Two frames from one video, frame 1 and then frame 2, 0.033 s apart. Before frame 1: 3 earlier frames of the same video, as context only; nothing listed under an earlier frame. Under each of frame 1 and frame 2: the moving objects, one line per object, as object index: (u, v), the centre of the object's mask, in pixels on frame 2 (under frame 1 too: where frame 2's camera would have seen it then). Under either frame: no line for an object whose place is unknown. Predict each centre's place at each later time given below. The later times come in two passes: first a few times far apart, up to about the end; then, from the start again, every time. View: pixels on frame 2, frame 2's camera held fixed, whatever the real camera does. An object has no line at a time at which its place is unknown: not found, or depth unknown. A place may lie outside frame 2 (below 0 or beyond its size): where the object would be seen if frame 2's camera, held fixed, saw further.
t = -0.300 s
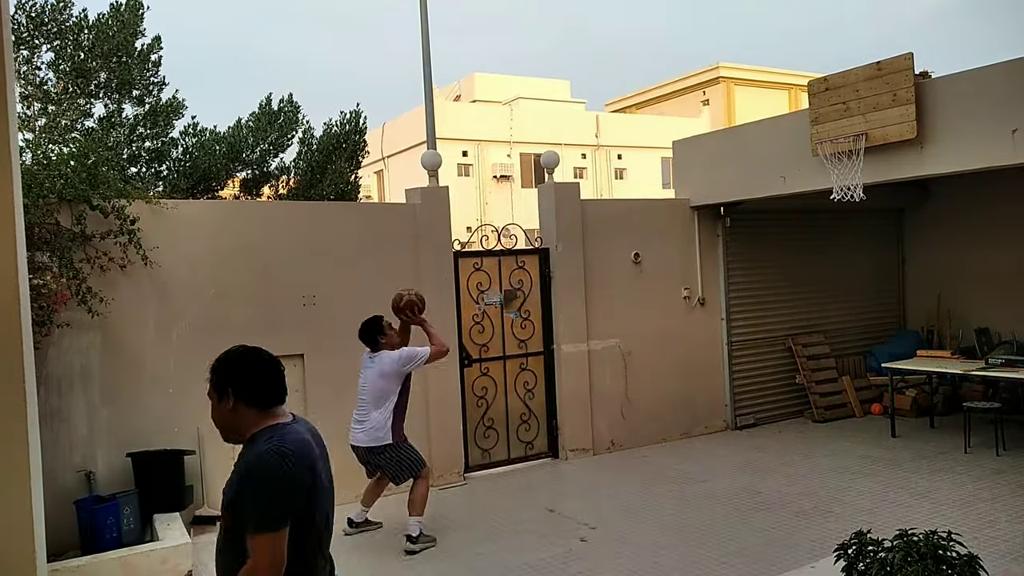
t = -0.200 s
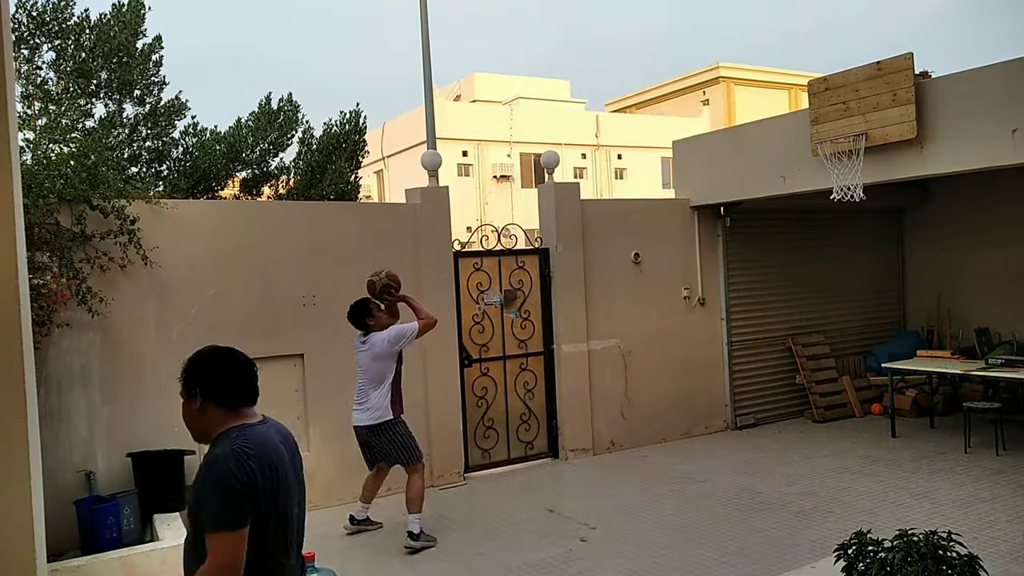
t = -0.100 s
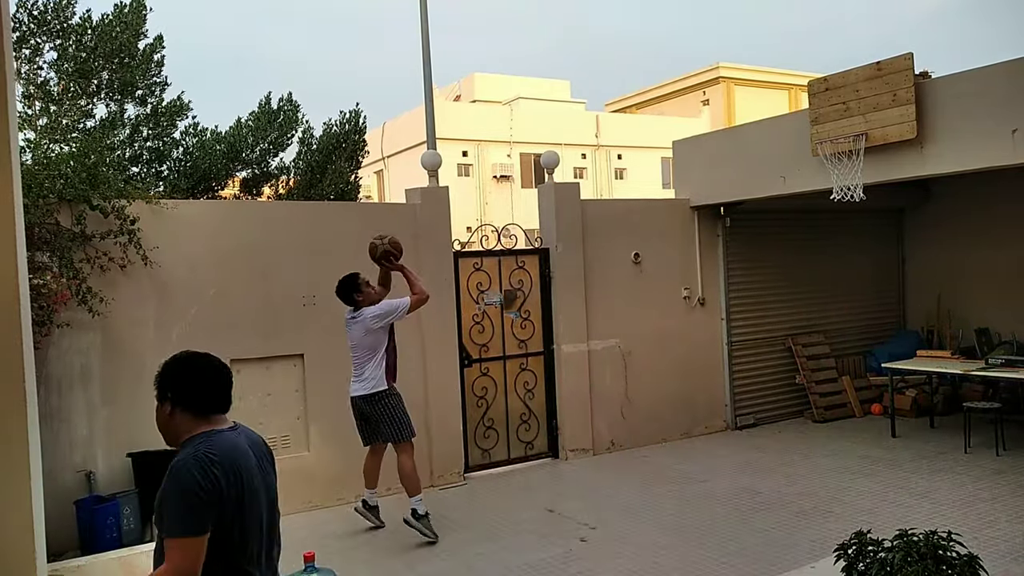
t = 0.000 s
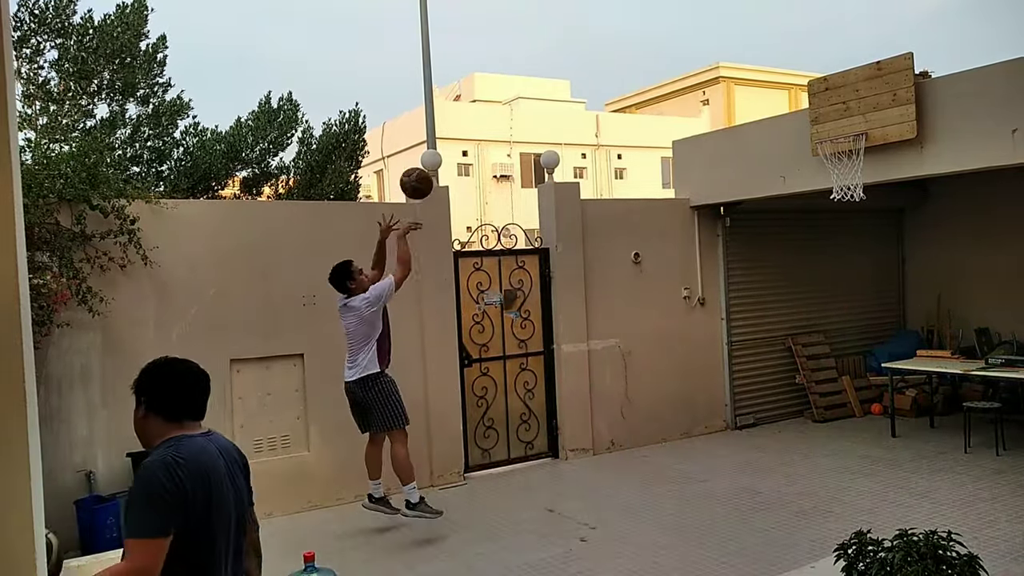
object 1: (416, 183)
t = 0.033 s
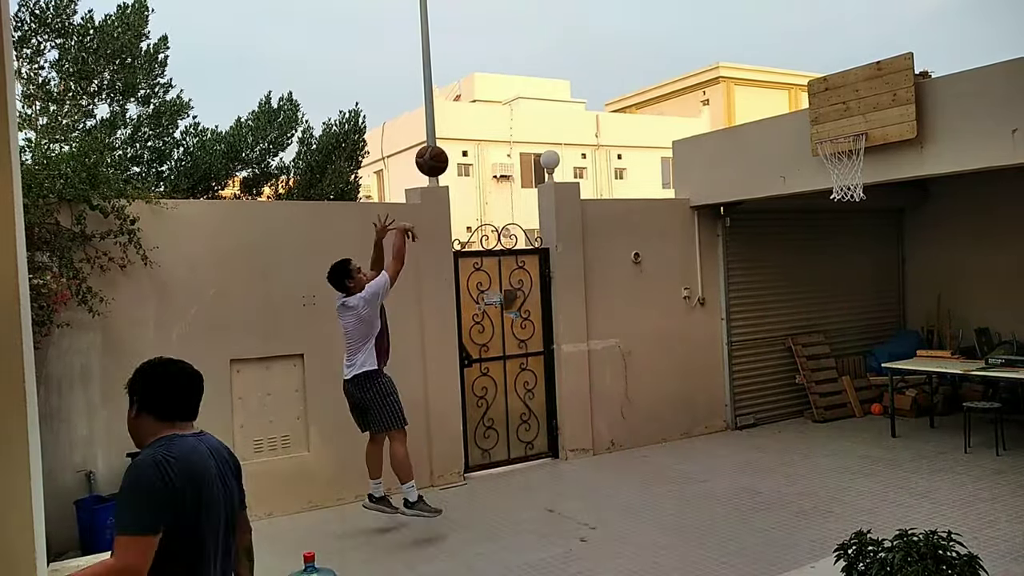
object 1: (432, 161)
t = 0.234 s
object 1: (523, 56)
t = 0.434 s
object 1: (612, 10)
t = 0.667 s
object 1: (715, 13)
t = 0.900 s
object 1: (814, 85)
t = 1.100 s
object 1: (818, 165)
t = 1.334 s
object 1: (810, 187)
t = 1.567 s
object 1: (808, 272)
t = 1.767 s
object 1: (808, 396)
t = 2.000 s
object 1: (811, 384)
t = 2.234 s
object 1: (817, 285)
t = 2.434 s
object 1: (823, 249)
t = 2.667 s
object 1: (833, 262)
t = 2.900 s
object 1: (845, 343)
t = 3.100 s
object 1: (858, 470)
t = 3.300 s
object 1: (861, 380)
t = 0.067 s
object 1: (447, 139)
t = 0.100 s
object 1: (462, 120)
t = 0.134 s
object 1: (477, 101)
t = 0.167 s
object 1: (493, 85)
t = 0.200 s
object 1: (508, 70)
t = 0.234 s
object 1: (523, 56)
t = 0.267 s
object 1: (538, 44)
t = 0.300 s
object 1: (553, 34)
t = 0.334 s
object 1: (568, 24)
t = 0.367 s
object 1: (583, 17)
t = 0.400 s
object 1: (598, 12)
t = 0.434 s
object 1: (612, 10)
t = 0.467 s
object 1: (627, 8)
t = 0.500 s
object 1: (642, 8)
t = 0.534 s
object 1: (656, 7)
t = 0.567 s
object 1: (671, 8)
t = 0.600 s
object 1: (686, 9)
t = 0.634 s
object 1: (700, 10)
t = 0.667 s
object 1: (715, 13)
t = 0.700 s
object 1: (729, 19)
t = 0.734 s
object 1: (743, 27)
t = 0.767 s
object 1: (758, 36)
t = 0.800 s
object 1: (772, 46)
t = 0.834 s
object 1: (786, 58)
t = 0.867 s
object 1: (800, 71)
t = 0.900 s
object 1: (814, 85)
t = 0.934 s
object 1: (828, 102)
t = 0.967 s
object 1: (842, 118)
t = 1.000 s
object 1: (848, 132)
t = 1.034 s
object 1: (839, 145)
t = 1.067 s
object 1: (827, 156)
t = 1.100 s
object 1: (818, 165)
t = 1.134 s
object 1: (814, 170)
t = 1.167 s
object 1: (812, 170)
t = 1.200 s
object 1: (811, 178)
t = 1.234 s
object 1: (811, 178)
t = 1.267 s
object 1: (810, 179)
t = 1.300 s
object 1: (810, 182)
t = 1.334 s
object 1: (810, 187)
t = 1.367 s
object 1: (808, 195)
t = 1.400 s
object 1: (807, 206)
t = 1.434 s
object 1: (807, 216)
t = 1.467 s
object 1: (807, 227)
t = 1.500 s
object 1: (807, 241)
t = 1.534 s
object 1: (807, 255)
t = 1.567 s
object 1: (808, 272)
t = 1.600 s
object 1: (807, 288)
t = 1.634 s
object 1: (807, 307)
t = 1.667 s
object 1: (809, 329)
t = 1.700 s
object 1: (808, 348)
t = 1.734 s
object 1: (810, 372)
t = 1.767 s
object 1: (808, 396)
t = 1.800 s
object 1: (810, 423)
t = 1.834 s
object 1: (811, 450)
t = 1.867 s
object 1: (812, 470)
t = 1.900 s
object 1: (812, 447)
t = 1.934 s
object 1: (812, 425)
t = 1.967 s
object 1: (812, 401)
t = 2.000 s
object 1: (811, 384)
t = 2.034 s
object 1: (813, 366)
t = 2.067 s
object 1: (813, 352)
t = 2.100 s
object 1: (815, 335)
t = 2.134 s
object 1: (815, 320)
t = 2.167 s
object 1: (816, 307)
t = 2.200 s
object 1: (816, 295)
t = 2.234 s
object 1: (817, 285)
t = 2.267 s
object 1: (819, 276)
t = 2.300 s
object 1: (820, 268)
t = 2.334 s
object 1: (821, 261)
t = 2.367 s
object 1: (821, 255)
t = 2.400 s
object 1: (823, 250)
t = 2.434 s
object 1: (823, 249)
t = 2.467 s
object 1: (824, 246)
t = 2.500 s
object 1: (826, 246)
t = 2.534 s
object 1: (827, 246)
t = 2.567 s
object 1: (829, 248)
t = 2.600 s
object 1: (830, 251)
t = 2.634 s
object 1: (832, 256)
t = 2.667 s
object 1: (833, 262)
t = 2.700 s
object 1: (835, 269)
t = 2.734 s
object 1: (836, 278)
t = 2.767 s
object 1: (838, 288)
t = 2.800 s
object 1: (840, 300)
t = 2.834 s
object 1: (842, 313)
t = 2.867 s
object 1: (844, 328)
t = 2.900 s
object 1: (845, 343)
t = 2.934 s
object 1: (849, 362)
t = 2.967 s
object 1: (849, 379)
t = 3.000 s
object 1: (851, 400)
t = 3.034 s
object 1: (854, 422)
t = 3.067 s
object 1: (856, 445)
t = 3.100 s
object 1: (858, 470)
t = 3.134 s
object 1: (859, 463)
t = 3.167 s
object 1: (859, 444)
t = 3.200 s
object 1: (859, 425)
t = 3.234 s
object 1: (858, 408)
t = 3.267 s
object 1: (859, 392)
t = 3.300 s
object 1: (861, 380)
